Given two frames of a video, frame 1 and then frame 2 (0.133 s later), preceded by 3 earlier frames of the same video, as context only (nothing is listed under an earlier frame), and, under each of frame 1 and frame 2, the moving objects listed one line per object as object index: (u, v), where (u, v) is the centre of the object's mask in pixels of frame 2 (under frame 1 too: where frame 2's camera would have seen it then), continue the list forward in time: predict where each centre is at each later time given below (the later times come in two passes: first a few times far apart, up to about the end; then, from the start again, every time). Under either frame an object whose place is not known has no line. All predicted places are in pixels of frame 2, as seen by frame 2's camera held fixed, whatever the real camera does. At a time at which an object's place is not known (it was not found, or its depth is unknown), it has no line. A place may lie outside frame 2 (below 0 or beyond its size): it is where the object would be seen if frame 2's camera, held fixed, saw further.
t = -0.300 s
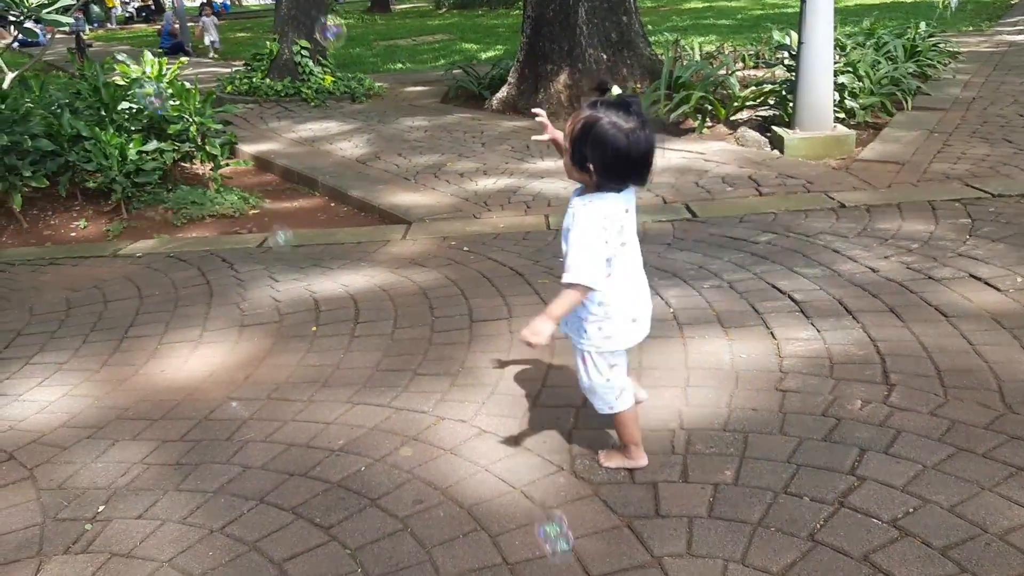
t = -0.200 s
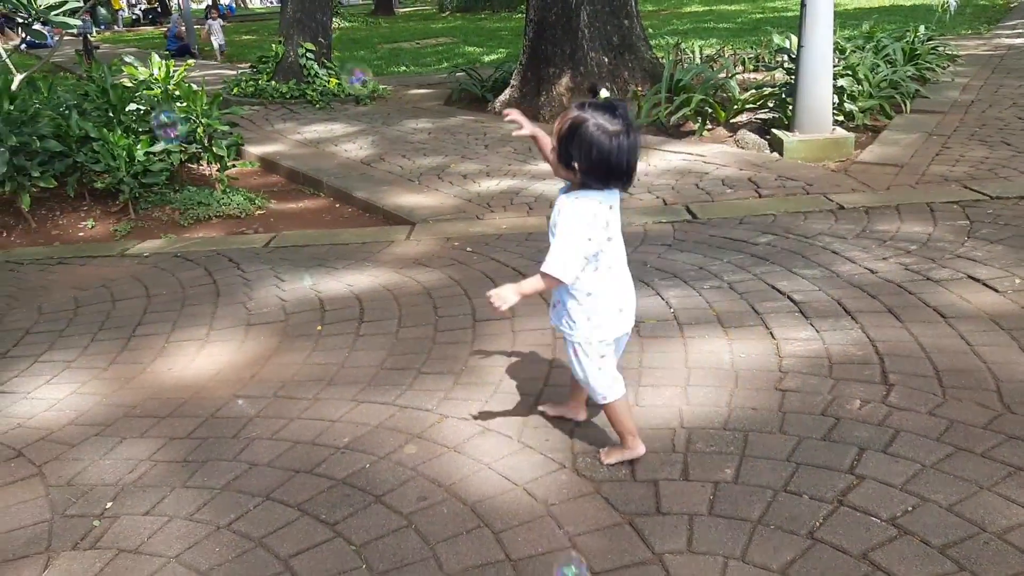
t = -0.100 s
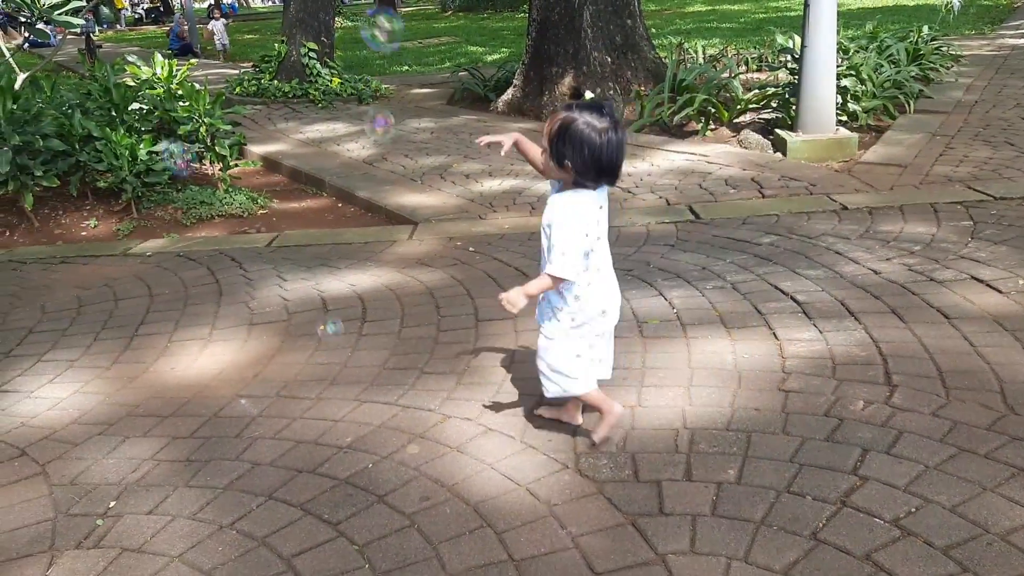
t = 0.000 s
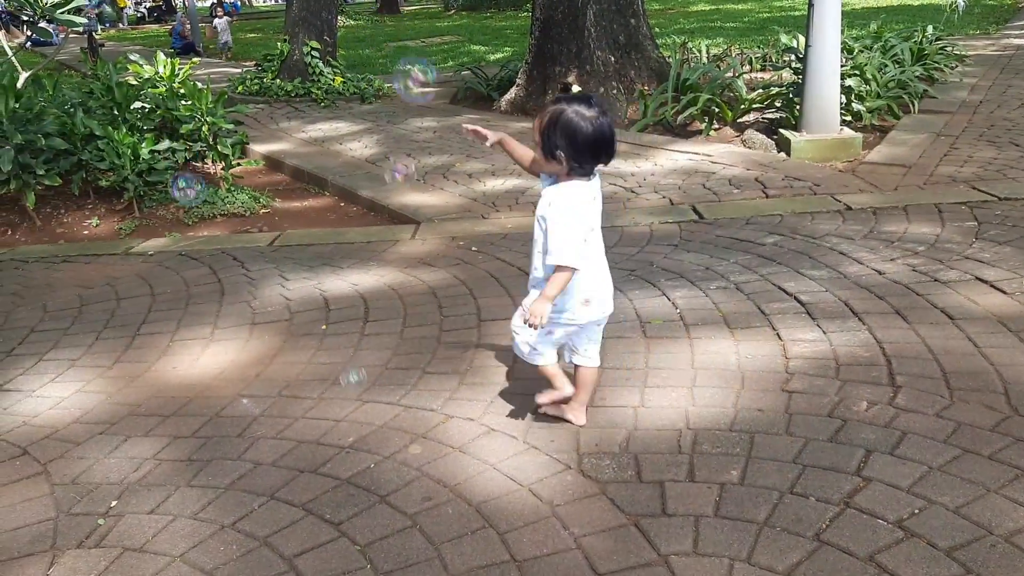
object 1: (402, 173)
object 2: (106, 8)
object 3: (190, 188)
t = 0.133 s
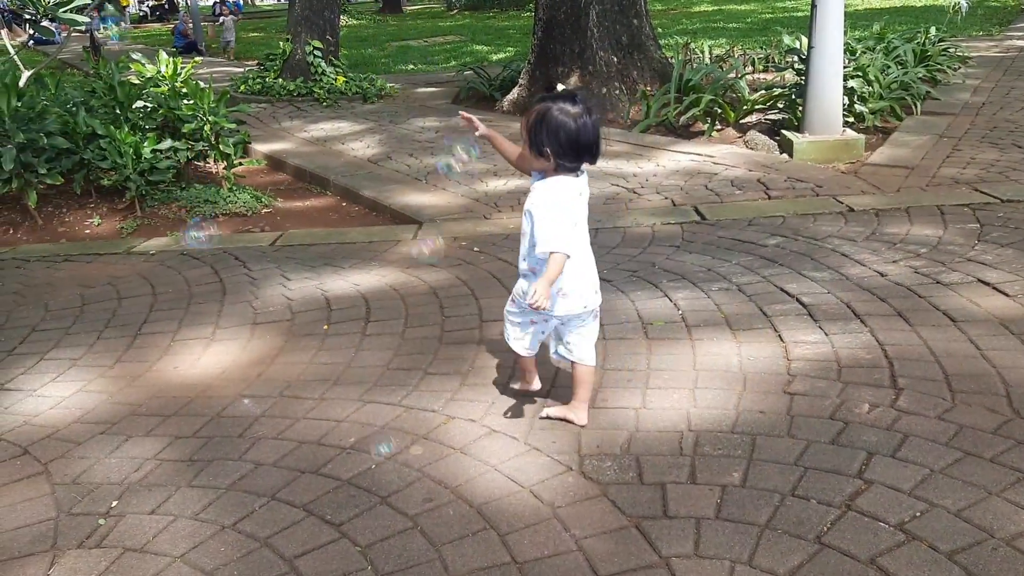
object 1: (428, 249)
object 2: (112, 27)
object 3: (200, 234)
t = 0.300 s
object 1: (466, 351)
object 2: (131, 87)
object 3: (223, 294)
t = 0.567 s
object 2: (157, 187)
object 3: (270, 378)
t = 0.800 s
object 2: (162, 291)
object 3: (300, 450)
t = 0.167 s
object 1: (436, 265)
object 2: (116, 41)
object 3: (203, 246)
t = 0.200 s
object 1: (443, 290)
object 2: (120, 54)
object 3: (207, 259)
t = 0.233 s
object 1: (450, 308)
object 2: (124, 62)
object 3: (212, 269)
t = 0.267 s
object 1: (458, 328)
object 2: (129, 72)
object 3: (217, 282)
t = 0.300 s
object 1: (466, 351)
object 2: (131, 87)
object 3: (223, 294)
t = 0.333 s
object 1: (475, 369)
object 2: (136, 98)
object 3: (228, 303)
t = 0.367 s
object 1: (486, 387)
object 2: (140, 112)
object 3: (234, 314)
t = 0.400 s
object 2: (144, 120)
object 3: (240, 327)
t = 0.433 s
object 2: (147, 134)
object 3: (247, 339)
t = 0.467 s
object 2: (152, 148)
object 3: (254, 346)
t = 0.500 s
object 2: (154, 160)
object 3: (260, 356)
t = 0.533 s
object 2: (155, 173)
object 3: (265, 367)
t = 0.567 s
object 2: (157, 187)
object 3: (270, 378)
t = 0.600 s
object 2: (158, 201)
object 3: (275, 386)
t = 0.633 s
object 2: (160, 215)
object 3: (280, 396)
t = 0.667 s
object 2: (160, 225)
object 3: (284, 406)
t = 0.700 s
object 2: (162, 244)
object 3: (288, 416)
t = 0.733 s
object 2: (162, 259)
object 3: (291, 428)
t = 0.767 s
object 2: (162, 275)
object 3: (297, 438)
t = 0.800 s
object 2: (162, 291)
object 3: (300, 450)
